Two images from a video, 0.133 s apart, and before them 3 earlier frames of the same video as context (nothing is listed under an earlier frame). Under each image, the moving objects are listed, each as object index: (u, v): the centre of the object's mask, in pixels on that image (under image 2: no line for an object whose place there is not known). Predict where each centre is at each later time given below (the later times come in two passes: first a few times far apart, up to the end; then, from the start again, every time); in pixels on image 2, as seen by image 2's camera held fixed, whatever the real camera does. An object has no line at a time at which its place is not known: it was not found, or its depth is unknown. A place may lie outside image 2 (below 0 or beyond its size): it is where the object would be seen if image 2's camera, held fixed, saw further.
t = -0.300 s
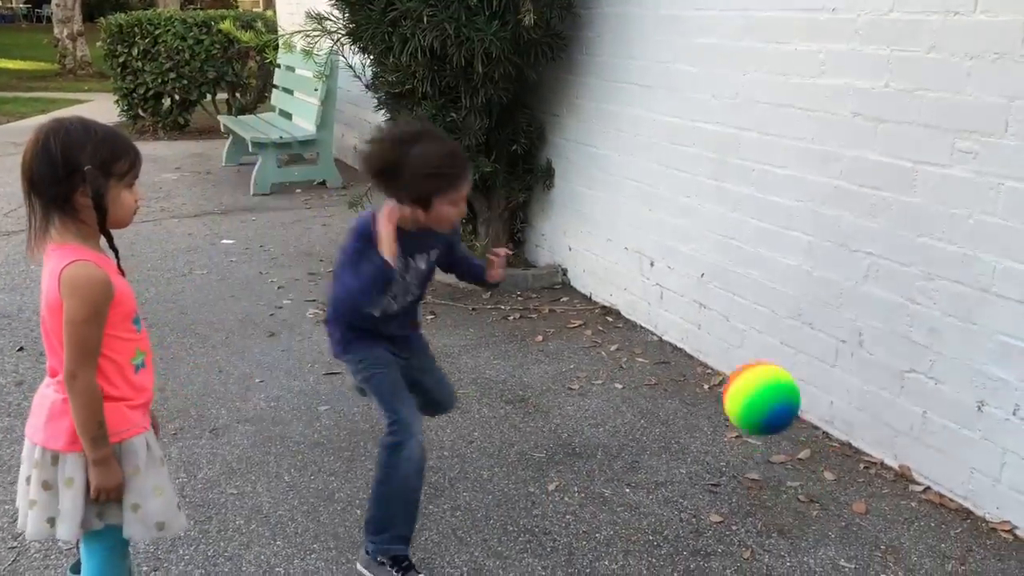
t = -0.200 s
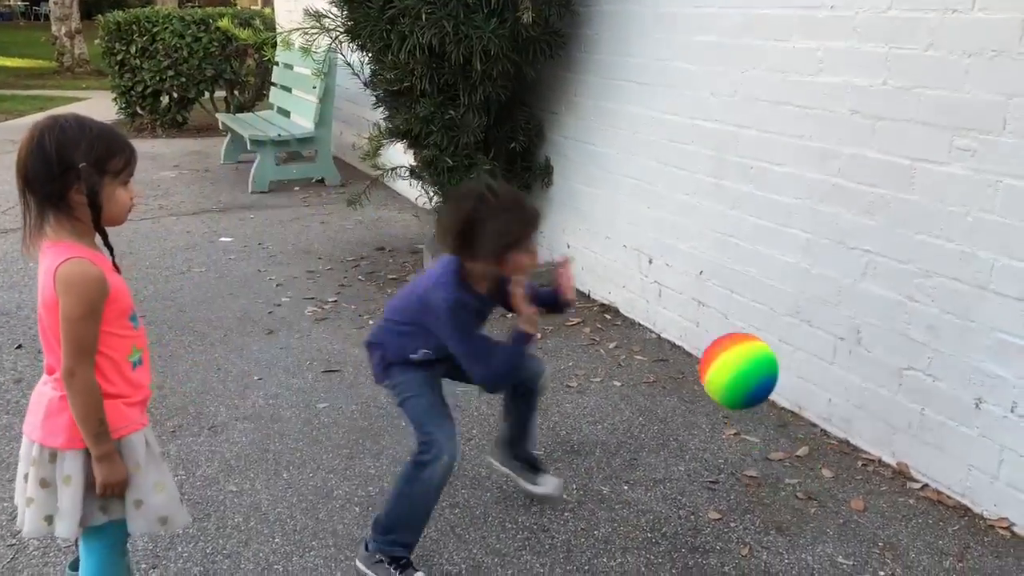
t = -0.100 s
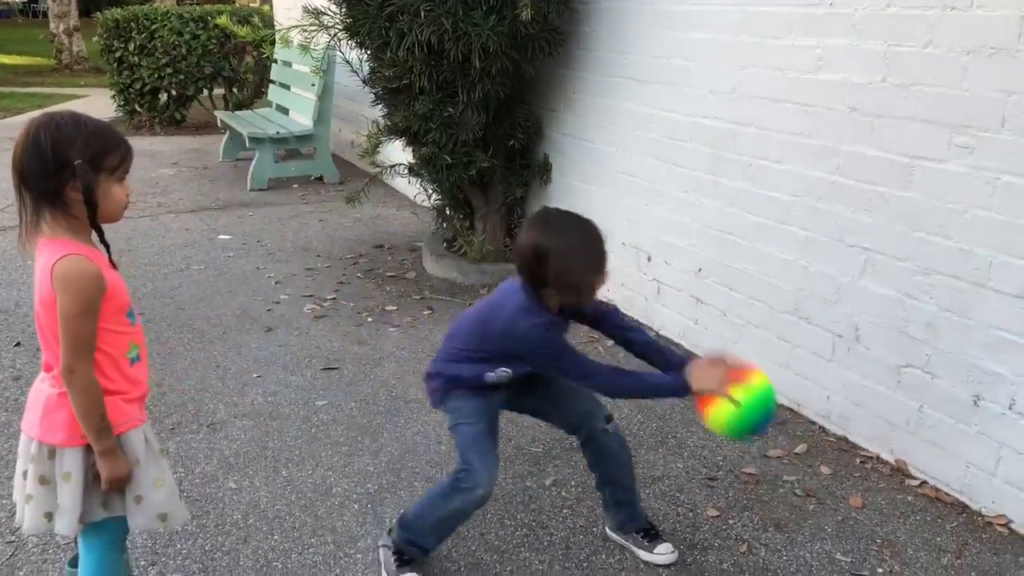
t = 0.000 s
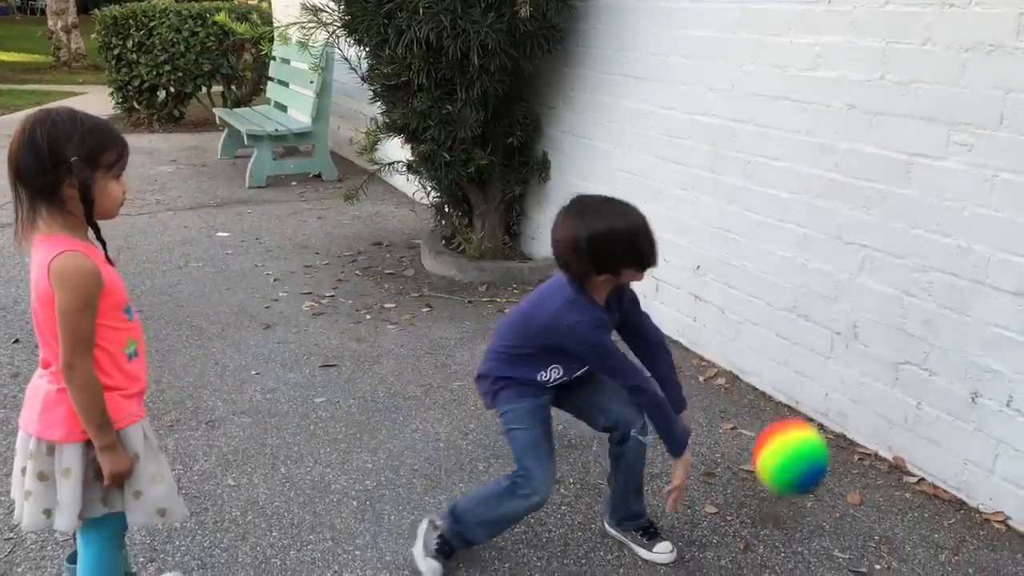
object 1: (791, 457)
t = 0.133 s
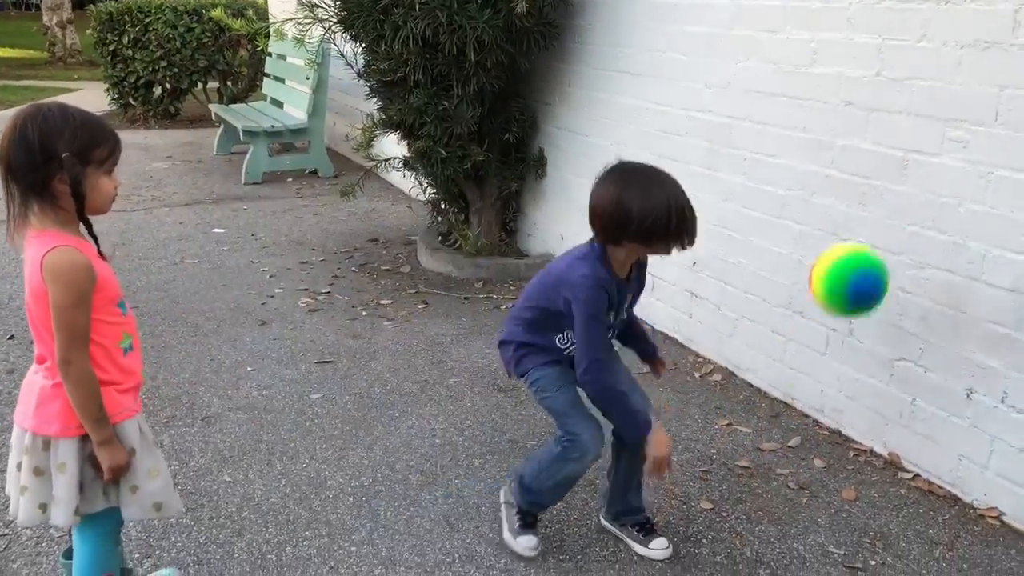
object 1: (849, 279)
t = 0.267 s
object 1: (905, 165)
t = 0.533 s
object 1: (880, 128)
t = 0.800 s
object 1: (759, 368)
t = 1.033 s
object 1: (704, 374)
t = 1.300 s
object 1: (662, 300)
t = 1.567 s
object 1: (607, 502)
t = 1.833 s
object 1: (559, 403)
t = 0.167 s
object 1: (863, 244)
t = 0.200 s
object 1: (878, 215)
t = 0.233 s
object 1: (891, 188)
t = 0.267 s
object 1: (905, 165)
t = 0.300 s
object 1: (918, 147)
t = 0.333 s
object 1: (931, 133)
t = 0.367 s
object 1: (939, 122)
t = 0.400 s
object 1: (928, 114)
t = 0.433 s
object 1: (917, 111)
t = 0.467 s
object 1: (905, 112)
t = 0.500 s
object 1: (893, 118)
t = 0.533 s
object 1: (880, 128)
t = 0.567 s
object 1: (867, 143)
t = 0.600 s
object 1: (853, 162)
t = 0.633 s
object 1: (838, 186)
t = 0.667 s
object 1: (823, 214)
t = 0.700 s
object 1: (807, 246)
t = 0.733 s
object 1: (791, 283)
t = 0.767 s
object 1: (775, 323)
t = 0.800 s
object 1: (759, 368)
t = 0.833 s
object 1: (743, 415)
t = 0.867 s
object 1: (729, 466)
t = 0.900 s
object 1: (719, 499)
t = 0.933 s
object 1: (715, 463)
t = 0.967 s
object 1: (712, 430)
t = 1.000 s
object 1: (708, 400)
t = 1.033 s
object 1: (704, 374)
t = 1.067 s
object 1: (700, 351)
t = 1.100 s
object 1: (695, 331)
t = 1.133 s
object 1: (691, 315)
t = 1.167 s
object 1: (686, 304)
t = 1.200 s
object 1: (680, 297)
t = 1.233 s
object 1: (674, 293)
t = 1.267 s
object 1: (668, 295)
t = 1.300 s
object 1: (662, 300)
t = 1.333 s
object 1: (655, 310)
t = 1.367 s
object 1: (648, 325)
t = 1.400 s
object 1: (641, 344)
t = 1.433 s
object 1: (634, 367)
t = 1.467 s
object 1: (628, 395)
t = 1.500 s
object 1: (621, 426)
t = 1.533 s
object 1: (614, 462)
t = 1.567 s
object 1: (607, 502)
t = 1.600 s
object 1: (601, 538)
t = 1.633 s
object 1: (595, 509)
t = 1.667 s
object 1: (589, 482)
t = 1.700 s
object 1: (584, 458)
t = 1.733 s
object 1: (577, 438)
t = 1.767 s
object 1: (572, 423)
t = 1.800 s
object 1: (565, 410)
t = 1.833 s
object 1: (559, 403)
